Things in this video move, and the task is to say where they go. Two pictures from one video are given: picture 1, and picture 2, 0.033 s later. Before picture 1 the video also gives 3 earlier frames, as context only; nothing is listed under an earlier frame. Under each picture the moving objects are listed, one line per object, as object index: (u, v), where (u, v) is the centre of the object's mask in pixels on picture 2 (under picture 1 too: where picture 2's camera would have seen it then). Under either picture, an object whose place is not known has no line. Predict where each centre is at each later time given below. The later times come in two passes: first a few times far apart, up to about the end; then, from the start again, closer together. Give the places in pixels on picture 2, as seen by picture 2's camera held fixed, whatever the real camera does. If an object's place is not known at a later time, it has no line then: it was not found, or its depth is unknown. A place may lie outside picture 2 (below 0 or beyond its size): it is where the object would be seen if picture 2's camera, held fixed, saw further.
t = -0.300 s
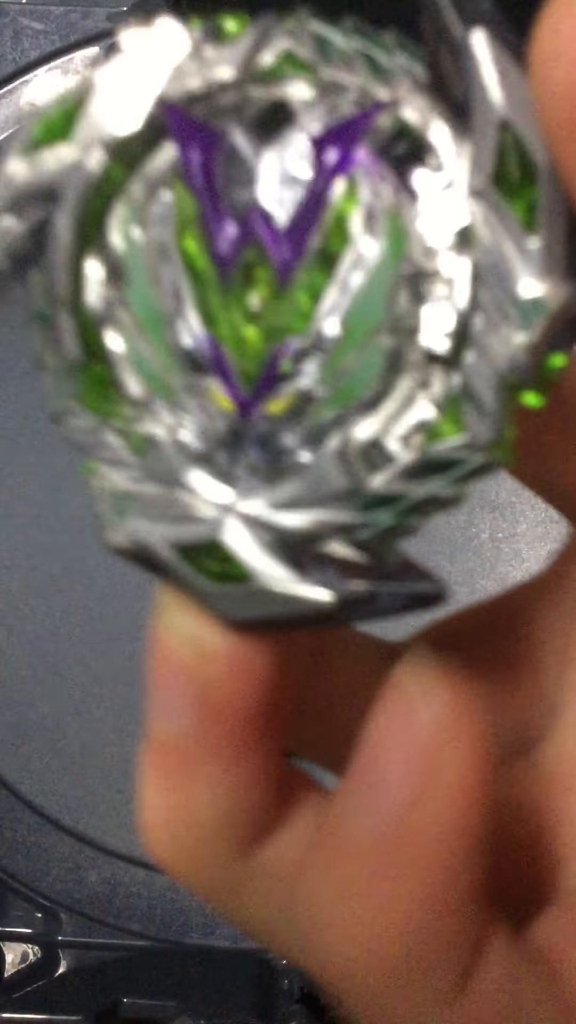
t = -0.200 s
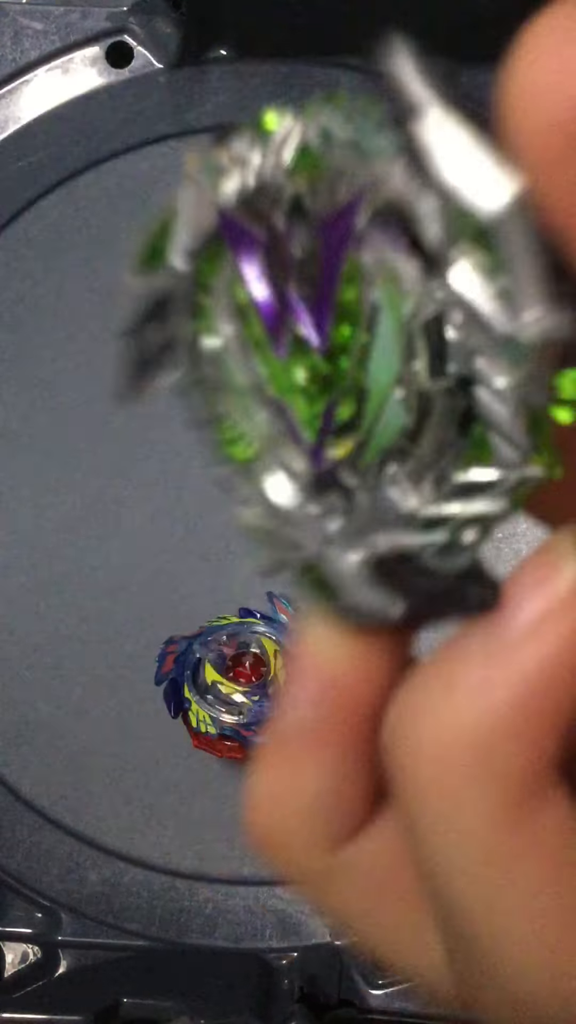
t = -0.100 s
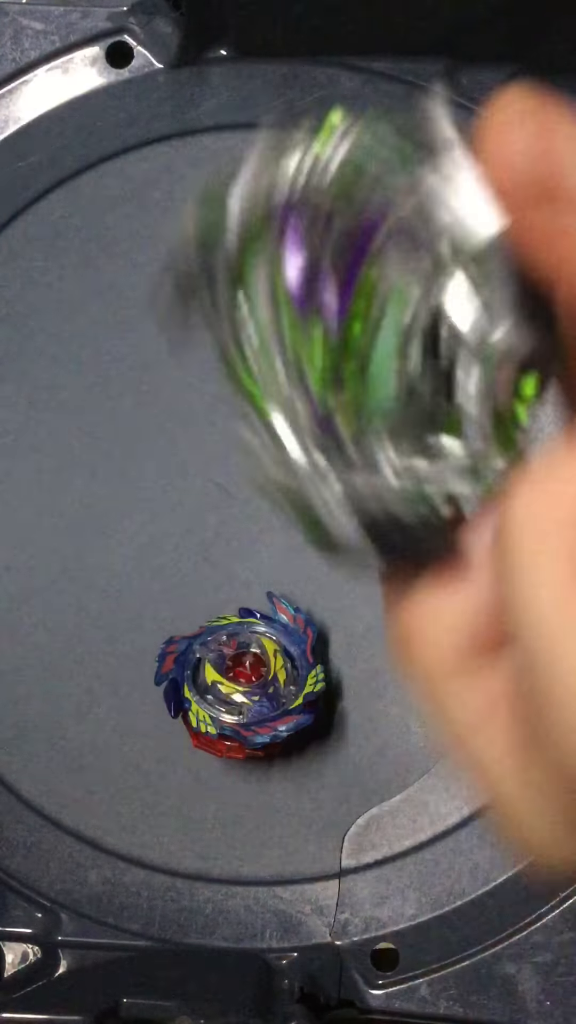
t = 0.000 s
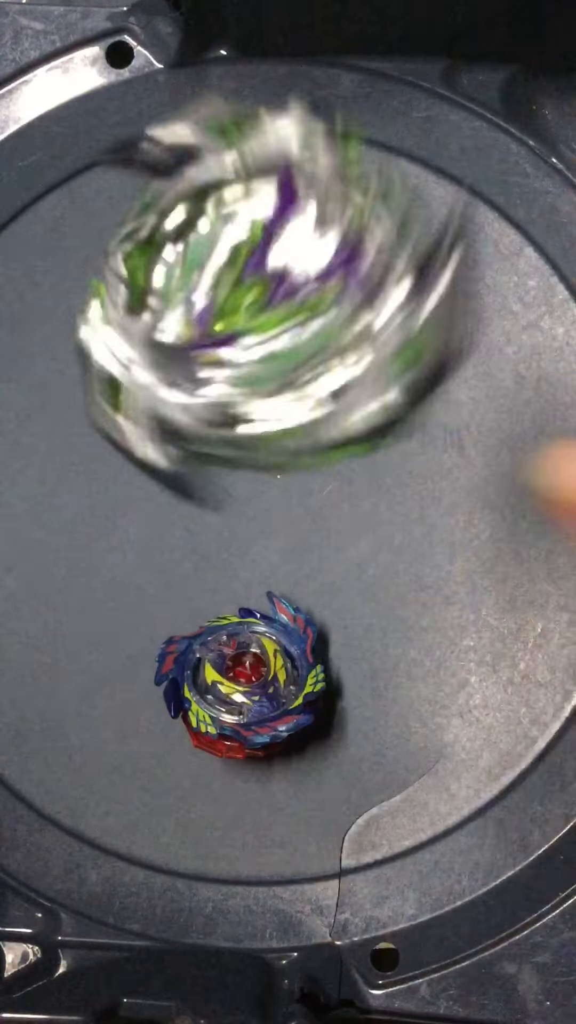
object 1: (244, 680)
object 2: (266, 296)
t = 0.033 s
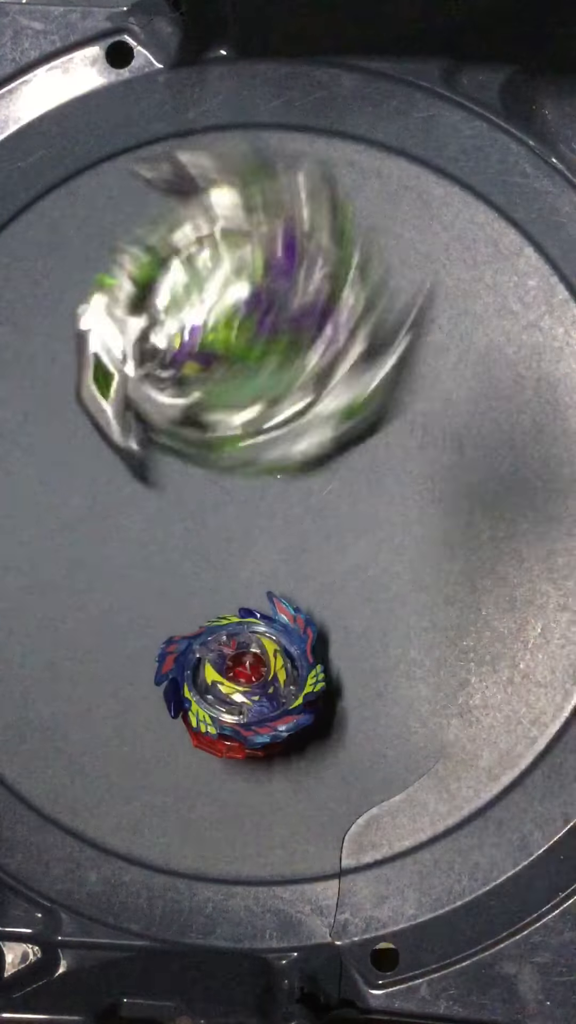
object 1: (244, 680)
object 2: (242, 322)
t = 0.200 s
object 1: (245, 685)
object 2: (211, 467)
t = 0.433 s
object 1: (258, 706)
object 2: (205, 583)
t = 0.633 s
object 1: (256, 705)
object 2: (214, 577)
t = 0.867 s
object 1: (256, 705)
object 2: (248, 547)
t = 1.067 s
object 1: (255, 705)
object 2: (251, 507)
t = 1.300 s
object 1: (256, 705)
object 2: (250, 502)
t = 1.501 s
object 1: (257, 705)
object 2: (250, 510)
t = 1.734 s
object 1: (257, 705)
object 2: (250, 508)
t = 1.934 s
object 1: (257, 706)
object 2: (250, 508)
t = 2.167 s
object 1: (258, 705)
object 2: (250, 508)
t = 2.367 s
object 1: (259, 705)
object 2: (250, 508)
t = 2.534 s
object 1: (258, 705)
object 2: (249, 507)
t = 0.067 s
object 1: (244, 680)
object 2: (232, 354)
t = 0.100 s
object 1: (244, 680)
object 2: (228, 380)
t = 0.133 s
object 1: (244, 680)
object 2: (229, 406)
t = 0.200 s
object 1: (245, 685)
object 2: (211, 467)
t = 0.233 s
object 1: (251, 683)
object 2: (205, 494)
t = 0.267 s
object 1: (254, 682)
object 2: (197, 527)
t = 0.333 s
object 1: (255, 698)
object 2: (195, 574)
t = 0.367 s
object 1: (253, 705)
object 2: (198, 580)
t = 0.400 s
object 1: (254, 706)
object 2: (203, 582)
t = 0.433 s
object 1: (258, 706)
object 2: (205, 583)
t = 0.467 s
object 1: (261, 706)
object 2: (207, 581)
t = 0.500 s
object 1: (261, 707)
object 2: (208, 580)
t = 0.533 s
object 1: (259, 706)
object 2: (209, 580)
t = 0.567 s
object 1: (255, 705)
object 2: (211, 579)
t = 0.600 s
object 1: (254, 705)
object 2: (212, 578)
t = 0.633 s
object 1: (256, 705)
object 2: (214, 577)
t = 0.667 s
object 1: (259, 706)
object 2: (216, 576)
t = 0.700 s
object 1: (261, 706)
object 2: (222, 574)
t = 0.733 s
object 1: (259, 706)
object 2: (226, 571)
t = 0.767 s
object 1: (256, 705)
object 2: (232, 566)
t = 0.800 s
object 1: (255, 705)
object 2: (237, 560)
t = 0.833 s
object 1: (255, 705)
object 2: (243, 554)
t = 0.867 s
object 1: (256, 705)
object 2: (248, 547)
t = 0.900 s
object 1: (259, 706)
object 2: (249, 539)
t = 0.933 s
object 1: (260, 706)
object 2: (251, 531)
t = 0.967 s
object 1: (259, 706)
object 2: (252, 525)
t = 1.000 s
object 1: (257, 705)
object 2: (252, 518)
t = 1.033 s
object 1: (255, 705)
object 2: (251, 513)
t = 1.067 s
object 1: (255, 705)
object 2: (251, 507)
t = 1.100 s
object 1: (255, 705)
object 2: (250, 502)
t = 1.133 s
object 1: (257, 705)
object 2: (249, 499)
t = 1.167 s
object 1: (258, 706)
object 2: (247, 497)
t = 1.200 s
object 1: (260, 706)
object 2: (248, 497)
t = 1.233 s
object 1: (259, 706)
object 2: (248, 498)
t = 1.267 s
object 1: (257, 705)
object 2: (249, 500)
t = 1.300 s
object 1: (256, 705)
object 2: (250, 502)
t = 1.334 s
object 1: (256, 705)
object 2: (250, 505)
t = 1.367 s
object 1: (257, 705)
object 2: (251, 508)
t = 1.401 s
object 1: (258, 706)
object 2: (251, 510)
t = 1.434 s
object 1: (260, 706)
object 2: (251, 511)
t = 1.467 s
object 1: (259, 706)
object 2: (250, 511)
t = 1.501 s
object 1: (257, 705)
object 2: (250, 510)
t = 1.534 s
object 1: (257, 705)
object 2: (250, 508)
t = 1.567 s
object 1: (257, 705)
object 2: (249, 507)
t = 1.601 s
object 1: (258, 705)
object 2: (249, 506)
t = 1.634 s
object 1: (260, 706)
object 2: (250, 507)
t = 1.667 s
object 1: (259, 706)
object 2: (250, 507)
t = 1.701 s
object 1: (258, 706)
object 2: (250, 508)
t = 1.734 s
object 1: (257, 705)
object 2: (250, 508)
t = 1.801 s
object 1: (258, 705)
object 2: (250, 508)
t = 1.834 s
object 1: (259, 706)
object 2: (250, 508)
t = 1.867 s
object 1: (259, 706)
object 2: (250, 508)
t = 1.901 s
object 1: (258, 705)
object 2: (250, 508)
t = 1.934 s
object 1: (257, 706)
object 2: (250, 508)
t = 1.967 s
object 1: (257, 705)
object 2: (250, 508)
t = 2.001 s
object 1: (258, 706)
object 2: (250, 508)
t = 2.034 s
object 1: (260, 706)
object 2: (250, 508)
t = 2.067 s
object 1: (259, 705)
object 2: (250, 508)
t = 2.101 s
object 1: (258, 705)
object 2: (250, 508)
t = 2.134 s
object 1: (258, 705)
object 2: (250, 508)
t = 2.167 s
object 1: (258, 705)
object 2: (250, 508)
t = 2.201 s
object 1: (259, 705)
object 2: (250, 508)
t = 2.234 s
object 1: (260, 706)
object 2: (251, 508)
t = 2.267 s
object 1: (259, 705)
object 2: (251, 508)
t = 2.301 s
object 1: (258, 705)
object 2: (250, 508)
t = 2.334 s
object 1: (258, 705)
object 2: (250, 507)
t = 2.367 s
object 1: (259, 705)
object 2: (250, 508)
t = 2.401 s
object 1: (260, 705)
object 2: (250, 508)
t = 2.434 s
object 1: (259, 706)
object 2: (250, 508)
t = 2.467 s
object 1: (258, 705)
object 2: (249, 507)
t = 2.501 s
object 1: (258, 705)
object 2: (250, 508)
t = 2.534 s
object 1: (258, 705)
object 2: (249, 507)
